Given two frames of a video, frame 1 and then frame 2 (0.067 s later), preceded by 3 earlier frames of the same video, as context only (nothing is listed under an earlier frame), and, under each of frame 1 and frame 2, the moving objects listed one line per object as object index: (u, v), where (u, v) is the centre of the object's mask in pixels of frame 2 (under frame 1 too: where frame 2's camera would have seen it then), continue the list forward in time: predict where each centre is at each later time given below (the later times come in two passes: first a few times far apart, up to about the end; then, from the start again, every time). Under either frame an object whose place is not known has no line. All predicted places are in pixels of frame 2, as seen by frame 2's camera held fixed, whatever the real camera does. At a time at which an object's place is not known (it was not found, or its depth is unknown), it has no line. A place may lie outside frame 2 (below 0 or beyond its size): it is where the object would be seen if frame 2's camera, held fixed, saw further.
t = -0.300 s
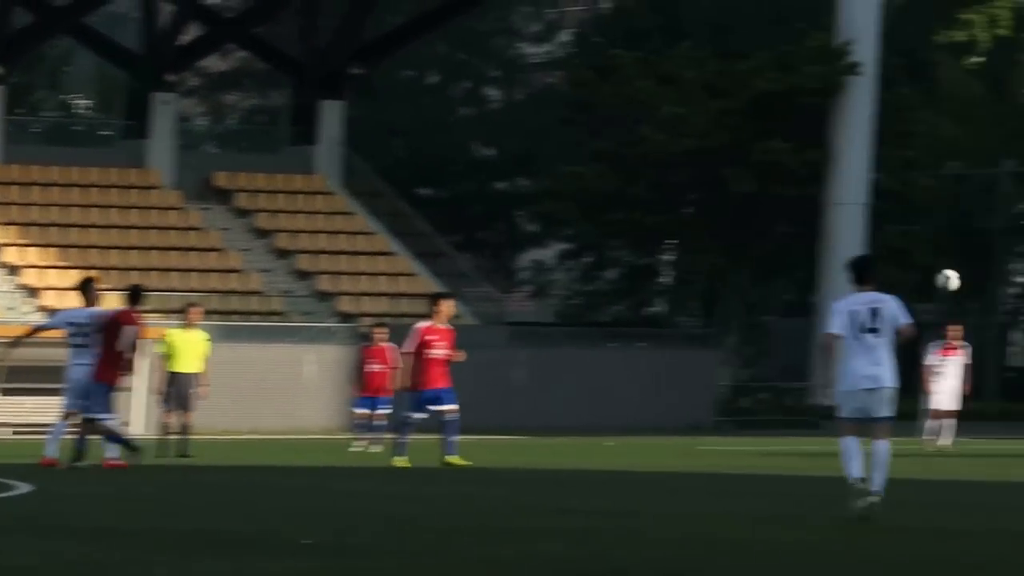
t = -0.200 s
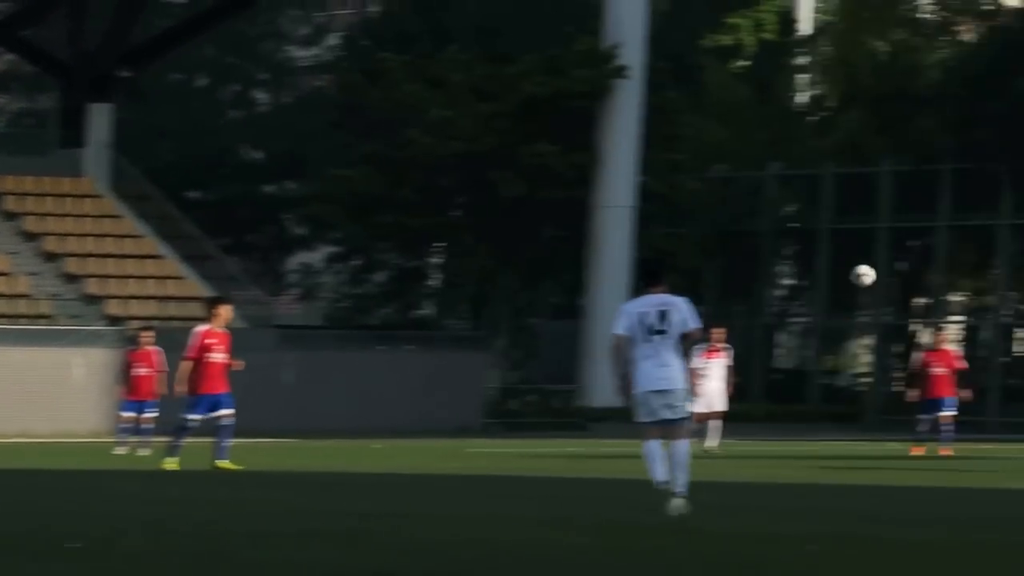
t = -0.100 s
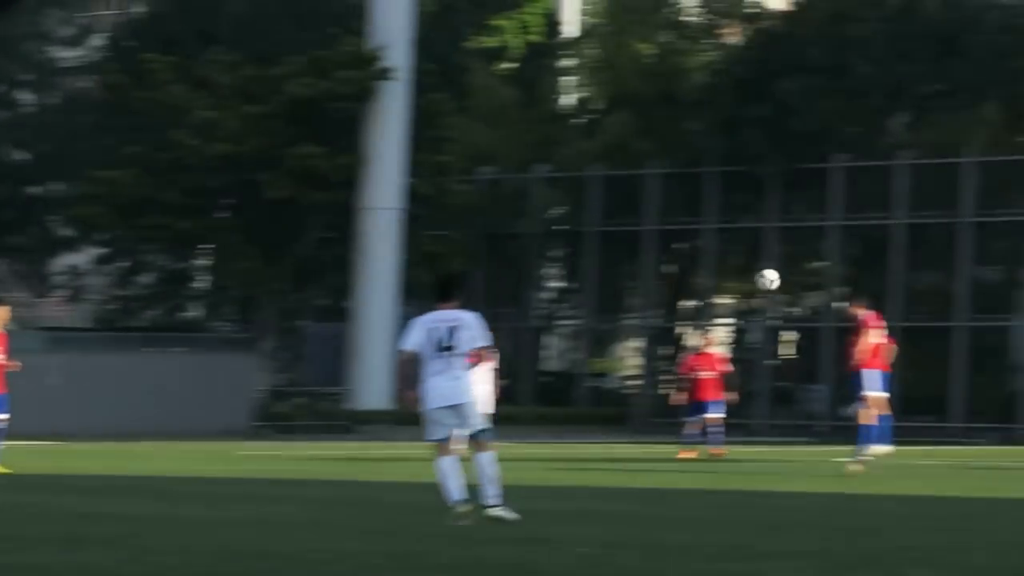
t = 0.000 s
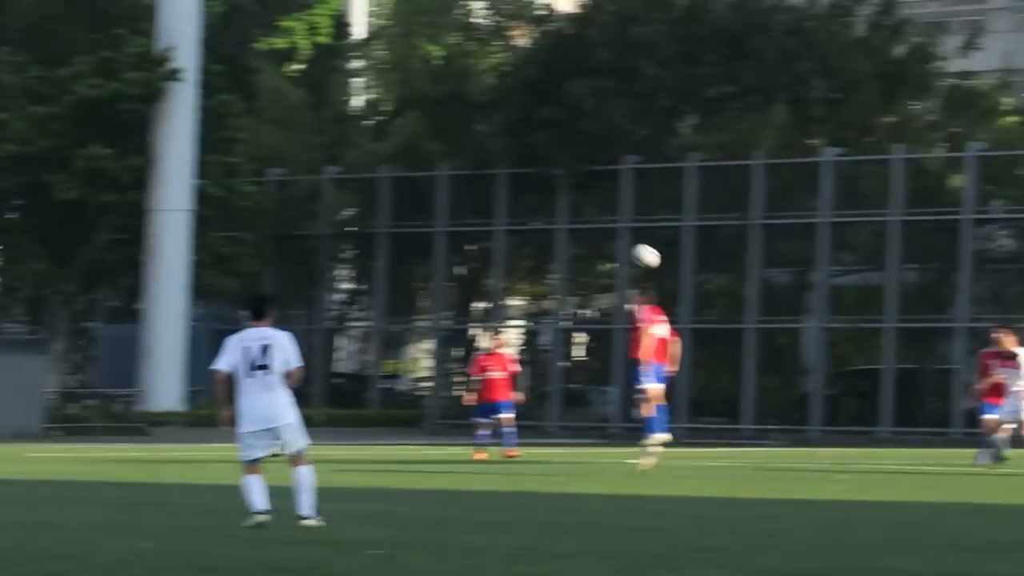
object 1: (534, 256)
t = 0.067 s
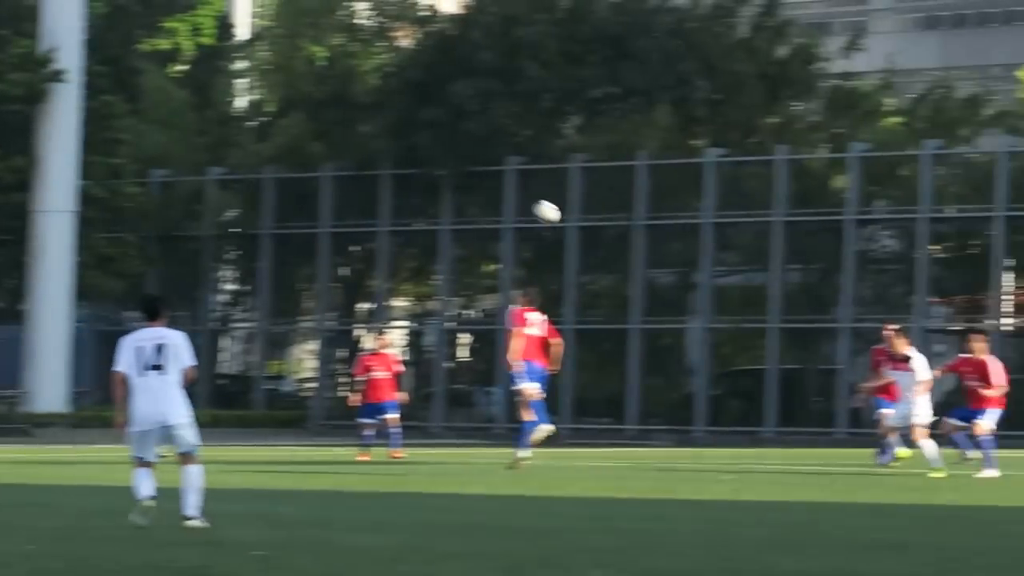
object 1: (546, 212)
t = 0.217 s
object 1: (575, 133)
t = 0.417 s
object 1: (615, 70)
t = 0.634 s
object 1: (656, 47)
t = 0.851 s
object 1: (694, 66)
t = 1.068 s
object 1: (730, 119)
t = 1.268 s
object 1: (762, 197)
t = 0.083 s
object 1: (549, 202)
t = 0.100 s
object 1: (552, 192)
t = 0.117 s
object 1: (555, 183)
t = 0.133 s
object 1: (559, 174)
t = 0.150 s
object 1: (562, 165)
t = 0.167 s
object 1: (565, 156)
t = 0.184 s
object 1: (569, 148)
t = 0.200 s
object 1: (572, 141)
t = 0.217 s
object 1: (575, 133)
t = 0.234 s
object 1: (578, 126)
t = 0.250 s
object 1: (582, 120)
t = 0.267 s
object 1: (586, 113)
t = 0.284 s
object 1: (590, 107)
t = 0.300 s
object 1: (593, 101)
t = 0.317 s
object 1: (596, 96)
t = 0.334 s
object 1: (599, 91)
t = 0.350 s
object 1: (602, 86)
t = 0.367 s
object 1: (605, 82)
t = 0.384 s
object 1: (608, 78)
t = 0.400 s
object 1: (612, 74)
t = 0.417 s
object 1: (615, 70)
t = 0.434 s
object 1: (618, 67)
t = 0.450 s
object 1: (622, 64)
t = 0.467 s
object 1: (625, 61)
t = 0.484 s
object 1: (628, 59)
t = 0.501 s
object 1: (632, 56)
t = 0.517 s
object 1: (635, 55)
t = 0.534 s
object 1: (638, 53)
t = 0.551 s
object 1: (641, 51)
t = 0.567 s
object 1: (644, 50)
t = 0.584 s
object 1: (647, 49)
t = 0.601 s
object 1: (650, 48)
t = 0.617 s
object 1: (653, 48)
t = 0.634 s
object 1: (656, 47)
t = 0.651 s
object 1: (659, 47)
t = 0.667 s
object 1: (662, 48)
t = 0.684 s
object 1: (665, 48)
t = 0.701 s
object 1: (668, 49)
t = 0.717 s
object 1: (671, 50)
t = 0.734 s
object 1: (674, 51)
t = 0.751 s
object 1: (677, 52)
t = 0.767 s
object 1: (680, 54)
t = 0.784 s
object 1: (683, 56)
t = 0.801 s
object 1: (686, 58)
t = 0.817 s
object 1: (689, 60)
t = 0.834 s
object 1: (691, 63)
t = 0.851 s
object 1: (694, 66)
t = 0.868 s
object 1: (697, 68)
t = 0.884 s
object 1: (700, 71)
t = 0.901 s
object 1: (702, 75)
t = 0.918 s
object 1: (705, 79)
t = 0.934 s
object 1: (708, 82)
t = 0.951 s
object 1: (711, 86)
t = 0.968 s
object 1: (713, 90)
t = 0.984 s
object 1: (716, 94)
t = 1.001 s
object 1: (719, 99)
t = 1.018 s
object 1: (722, 103)
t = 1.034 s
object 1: (724, 109)
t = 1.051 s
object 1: (727, 113)
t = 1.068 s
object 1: (730, 119)
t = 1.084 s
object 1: (733, 124)
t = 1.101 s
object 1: (736, 130)
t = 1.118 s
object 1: (739, 136)
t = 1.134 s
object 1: (741, 142)
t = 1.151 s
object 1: (744, 148)
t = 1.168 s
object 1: (746, 155)
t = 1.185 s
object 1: (749, 161)
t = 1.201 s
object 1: (751, 168)
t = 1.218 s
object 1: (755, 175)
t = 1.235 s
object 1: (757, 182)
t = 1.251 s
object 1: (759, 189)
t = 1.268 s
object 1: (762, 197)
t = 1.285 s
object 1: (765, 204)
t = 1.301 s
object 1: (767, 212)
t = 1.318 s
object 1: (770, 220)
